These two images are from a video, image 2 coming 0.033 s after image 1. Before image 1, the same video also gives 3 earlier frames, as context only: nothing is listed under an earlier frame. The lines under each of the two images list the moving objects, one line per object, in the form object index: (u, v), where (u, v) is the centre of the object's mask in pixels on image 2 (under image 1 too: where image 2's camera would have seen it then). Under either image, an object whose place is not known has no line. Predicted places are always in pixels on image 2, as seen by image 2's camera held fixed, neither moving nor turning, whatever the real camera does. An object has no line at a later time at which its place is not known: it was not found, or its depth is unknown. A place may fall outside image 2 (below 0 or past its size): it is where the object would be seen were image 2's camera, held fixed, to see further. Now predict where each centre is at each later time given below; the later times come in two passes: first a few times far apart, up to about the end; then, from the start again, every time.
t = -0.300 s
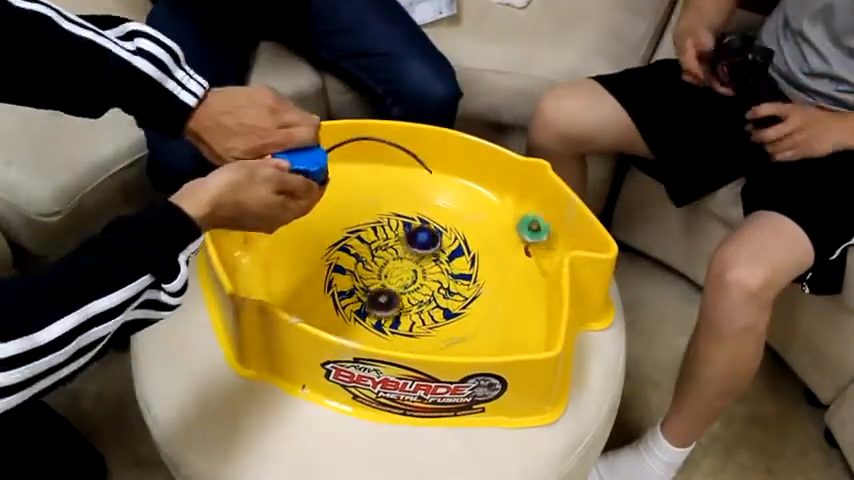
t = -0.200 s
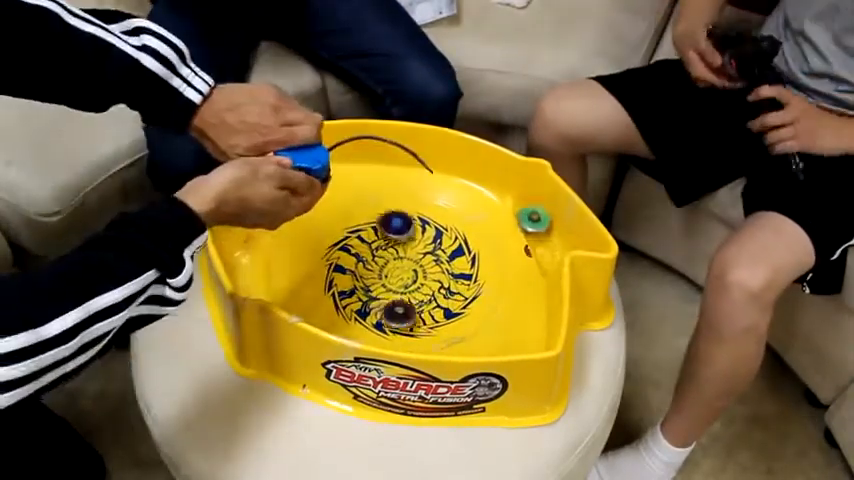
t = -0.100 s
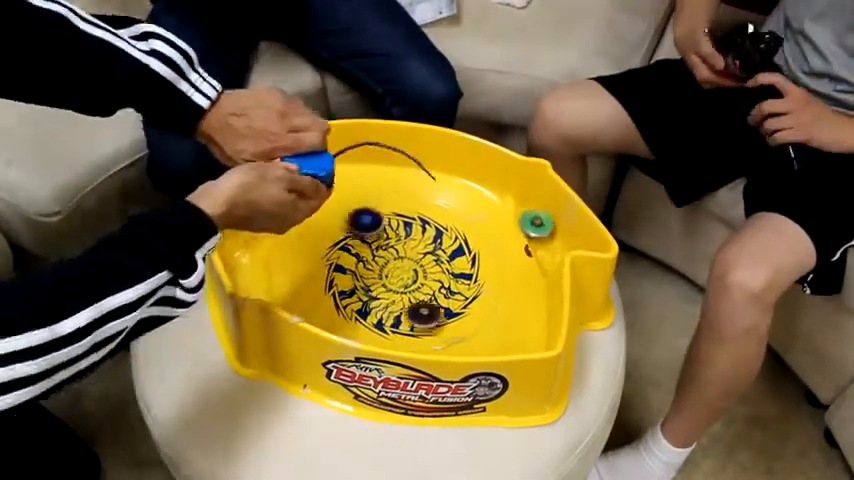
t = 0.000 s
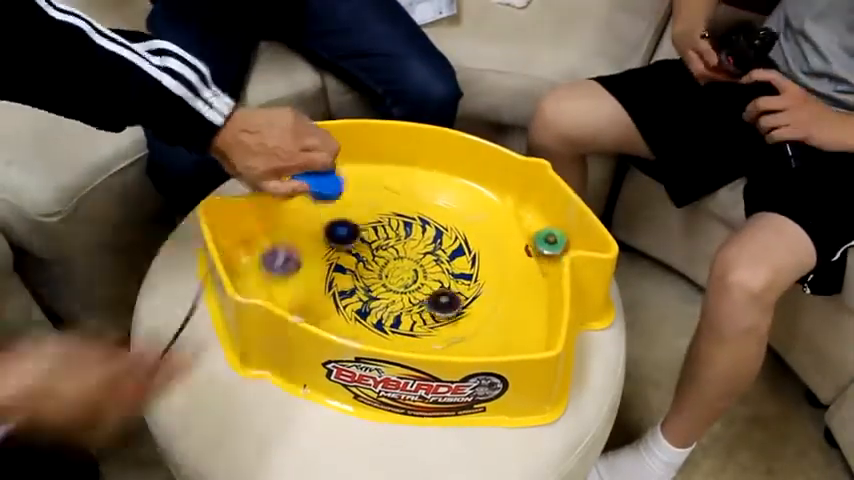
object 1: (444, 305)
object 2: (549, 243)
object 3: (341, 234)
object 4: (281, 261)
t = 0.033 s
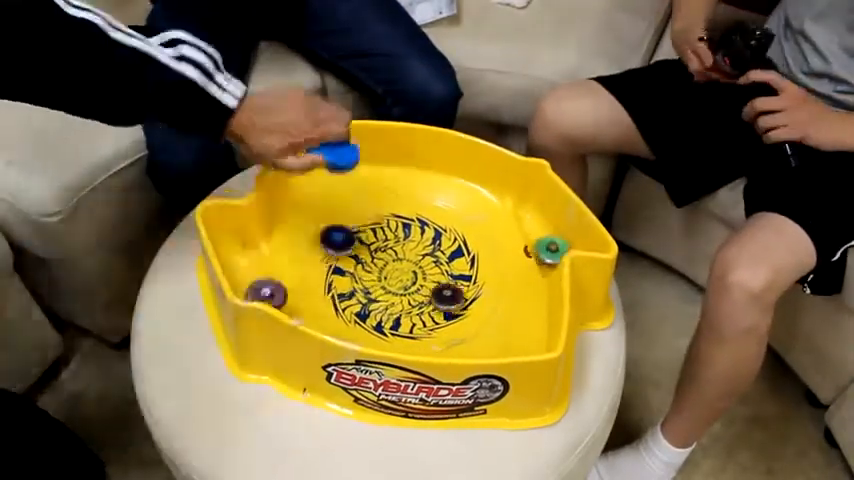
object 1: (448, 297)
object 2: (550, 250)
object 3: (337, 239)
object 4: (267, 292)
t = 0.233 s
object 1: (435, 262)
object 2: (549, 250)
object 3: (347, 287)
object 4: (242, 256)
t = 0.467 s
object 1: (386, 239)
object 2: (546, 241)
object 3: (428, 293)
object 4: (271, 301)
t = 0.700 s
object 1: (358, 262)
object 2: (549, 250)
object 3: (465, 244)
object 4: (287, 303)
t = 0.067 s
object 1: (449, 291)
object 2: (551, 256)
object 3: (333, 248)
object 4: (267, 301)
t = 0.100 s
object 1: (449, 284)
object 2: (551, 261)
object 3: (330, 257)
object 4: (260, 292)
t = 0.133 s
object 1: (447, 278)
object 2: (555, 256)
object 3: (330, 265)
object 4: (258, 279)
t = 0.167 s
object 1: (443, 273)
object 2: (548, 254)
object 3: (334, 273)
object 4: (259, 270)
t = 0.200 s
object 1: (440, 267)
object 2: (548, 251)
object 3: (340, 280)
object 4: (249, 262)
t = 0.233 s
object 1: (435, 262)
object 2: (549, 250)
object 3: (347, 287)
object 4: (242, 256)
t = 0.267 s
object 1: (430, 257)
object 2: (550, 247)
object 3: (358, 293)
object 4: (242, 255)
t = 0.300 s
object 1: (424, 252)
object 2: (546, 245)
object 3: (370, 298)
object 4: (244, 260)
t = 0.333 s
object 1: (418, 248)
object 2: (546, 244)
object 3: (382, 300)
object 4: (249, 271)
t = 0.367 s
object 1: (410, 244)
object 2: (548, 243)
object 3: (394, 301)
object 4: (254, 282)
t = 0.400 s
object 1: (402, 242)
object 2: (545, 242)
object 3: (406, 300)
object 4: (258, 290)
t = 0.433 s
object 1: (395, 240)
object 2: (544, 240)
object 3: (418, 296)
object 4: (264, 297)
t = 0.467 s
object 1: (386, 239)
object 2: (546, 241)
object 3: (428, 293)
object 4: (271, 301)
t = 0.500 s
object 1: (380, 241)
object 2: (545, 241)
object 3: (438, 287)
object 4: (276, 303)
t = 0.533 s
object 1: (376, 241)
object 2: (544, 241)
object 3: (442, 284)
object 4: (281, 303)
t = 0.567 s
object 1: (369, 243)
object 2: (546, 242)
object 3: (449, 278)
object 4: (287, 302)
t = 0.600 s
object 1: (365, 247)
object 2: (548, 243)
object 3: (456, 270)
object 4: (285, 300)
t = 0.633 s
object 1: (361, 251)
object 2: (547, 245)
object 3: (461, 262)
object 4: (285, 300)
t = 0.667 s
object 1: (359, 256)
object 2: (547, 248)
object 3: (464, 254)
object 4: (285, 304)
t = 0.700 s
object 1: (358, 262)
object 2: (549, 250)
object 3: (465, 244)
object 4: (287, 303)
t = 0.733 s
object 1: (358, 268)
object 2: (551, 252)
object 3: (463, 236)
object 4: (290, 303)
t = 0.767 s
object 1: (360, 273)
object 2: (552, 255)
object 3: (460, 228)
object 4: (296, 304)
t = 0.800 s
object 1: (363, 279)
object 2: (552, 256)
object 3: (455, 221)
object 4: (306, 304)
